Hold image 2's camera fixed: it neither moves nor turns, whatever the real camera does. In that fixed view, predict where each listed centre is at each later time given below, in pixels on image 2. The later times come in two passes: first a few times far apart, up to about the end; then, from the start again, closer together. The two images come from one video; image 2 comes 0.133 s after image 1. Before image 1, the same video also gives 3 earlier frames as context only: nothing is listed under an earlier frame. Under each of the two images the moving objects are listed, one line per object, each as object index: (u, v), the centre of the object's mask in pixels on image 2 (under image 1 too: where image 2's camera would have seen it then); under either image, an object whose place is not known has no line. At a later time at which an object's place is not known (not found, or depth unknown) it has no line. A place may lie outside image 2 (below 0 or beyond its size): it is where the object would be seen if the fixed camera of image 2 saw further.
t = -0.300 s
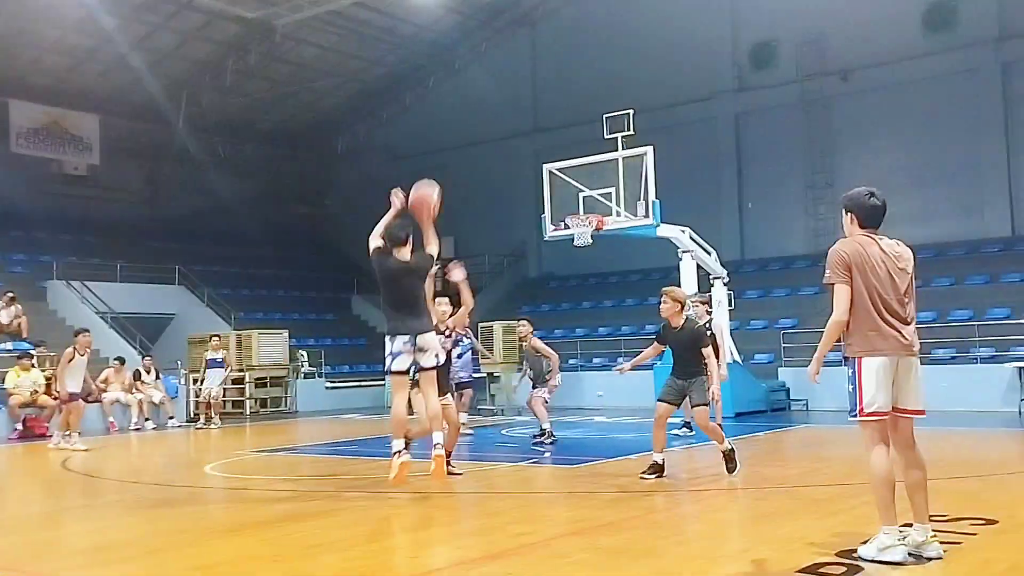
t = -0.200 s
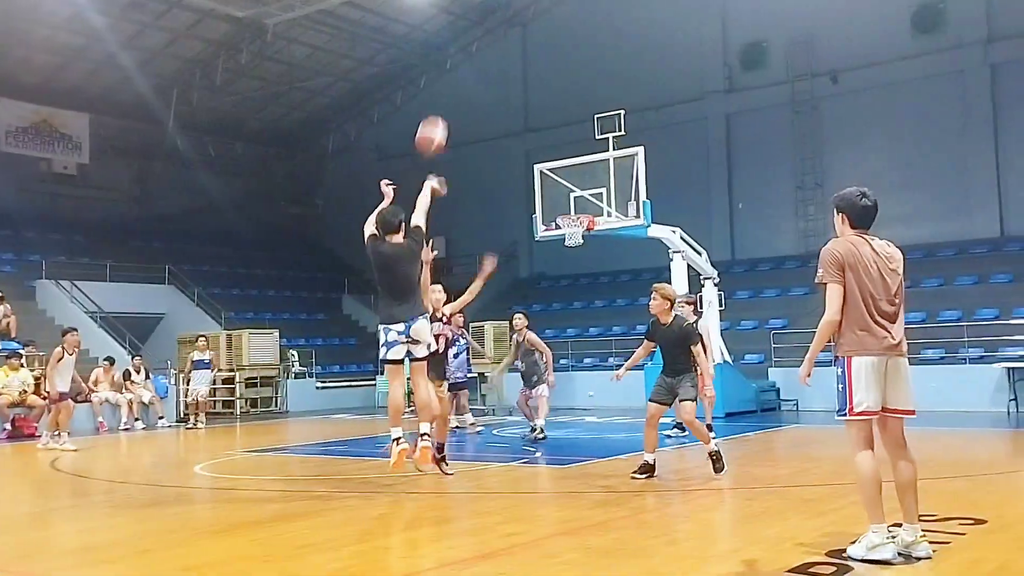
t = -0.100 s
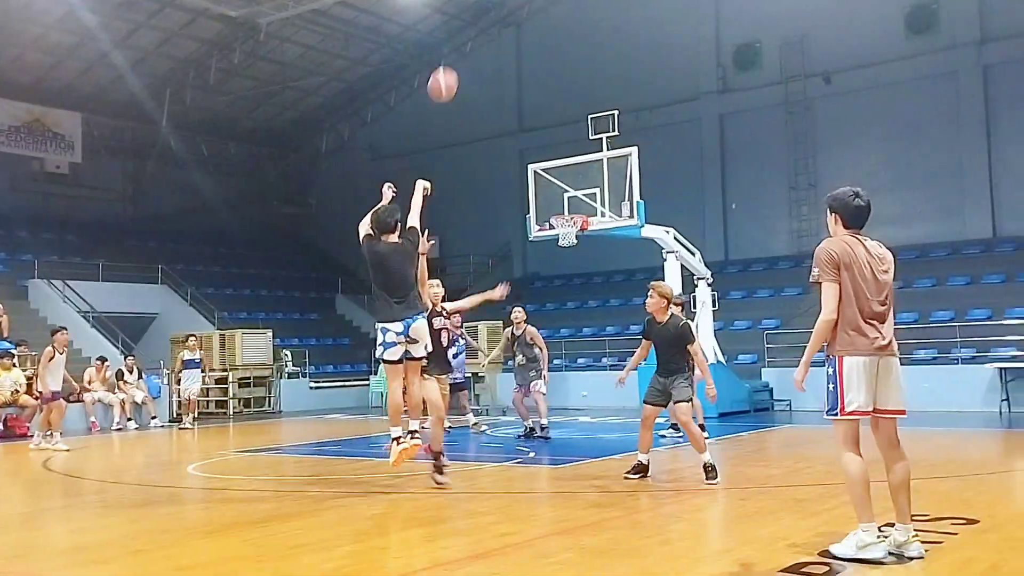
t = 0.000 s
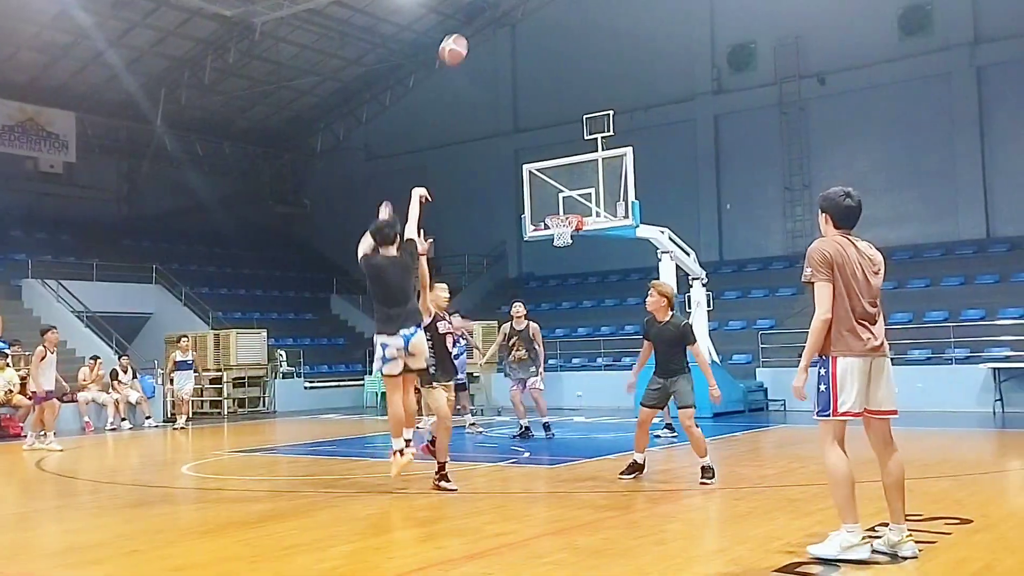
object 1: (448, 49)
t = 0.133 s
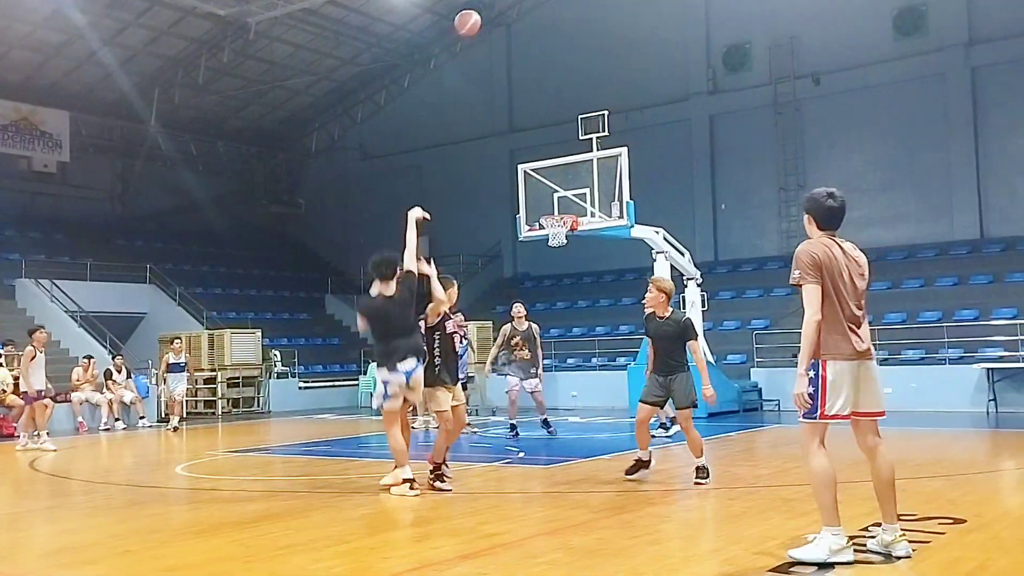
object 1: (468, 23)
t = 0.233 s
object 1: (481, 16)
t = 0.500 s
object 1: (511, 40)
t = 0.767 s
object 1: (537, 111)
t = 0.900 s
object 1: (548, 159)
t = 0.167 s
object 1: (472, 19)
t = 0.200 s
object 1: (476, 17)
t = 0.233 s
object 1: (481, 16)
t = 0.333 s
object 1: (493, 19)
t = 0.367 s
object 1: (497, 21)
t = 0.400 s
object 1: (501, 25)
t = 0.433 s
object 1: (504, 29)
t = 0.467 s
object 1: (508, 35)
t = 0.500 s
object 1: (511, 40)
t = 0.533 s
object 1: (514, 47)
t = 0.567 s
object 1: (518, 54)
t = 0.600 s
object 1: (521, 62)
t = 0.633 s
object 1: (524, 71)
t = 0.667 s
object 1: (528, 80)
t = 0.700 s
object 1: (531, 90)
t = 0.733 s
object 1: (534, 99)
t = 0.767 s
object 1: (537, 111)
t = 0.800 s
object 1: (540, 123)
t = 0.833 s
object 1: (543, 135)
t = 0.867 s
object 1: (546, 147)
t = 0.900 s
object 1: (548, 159)
